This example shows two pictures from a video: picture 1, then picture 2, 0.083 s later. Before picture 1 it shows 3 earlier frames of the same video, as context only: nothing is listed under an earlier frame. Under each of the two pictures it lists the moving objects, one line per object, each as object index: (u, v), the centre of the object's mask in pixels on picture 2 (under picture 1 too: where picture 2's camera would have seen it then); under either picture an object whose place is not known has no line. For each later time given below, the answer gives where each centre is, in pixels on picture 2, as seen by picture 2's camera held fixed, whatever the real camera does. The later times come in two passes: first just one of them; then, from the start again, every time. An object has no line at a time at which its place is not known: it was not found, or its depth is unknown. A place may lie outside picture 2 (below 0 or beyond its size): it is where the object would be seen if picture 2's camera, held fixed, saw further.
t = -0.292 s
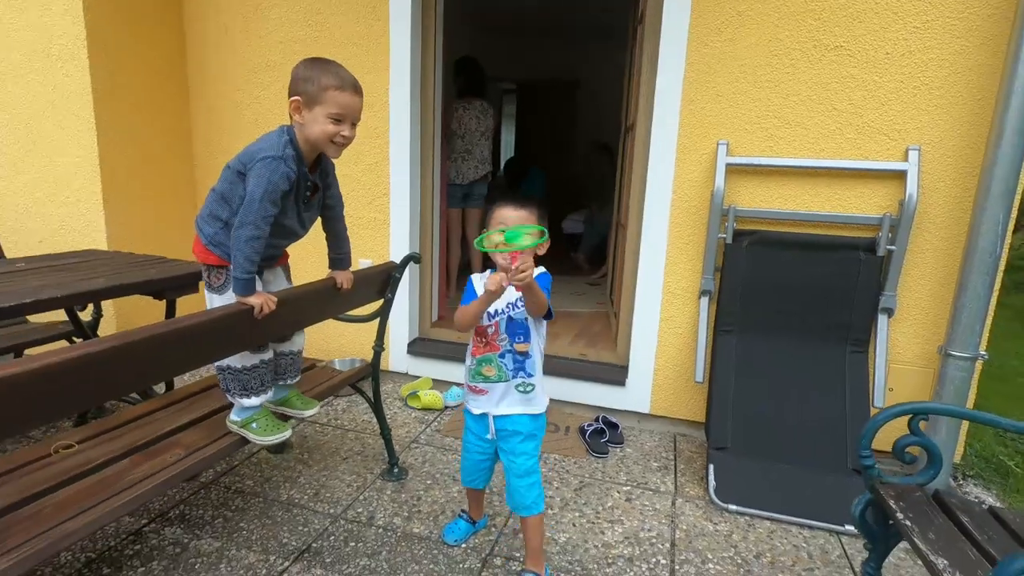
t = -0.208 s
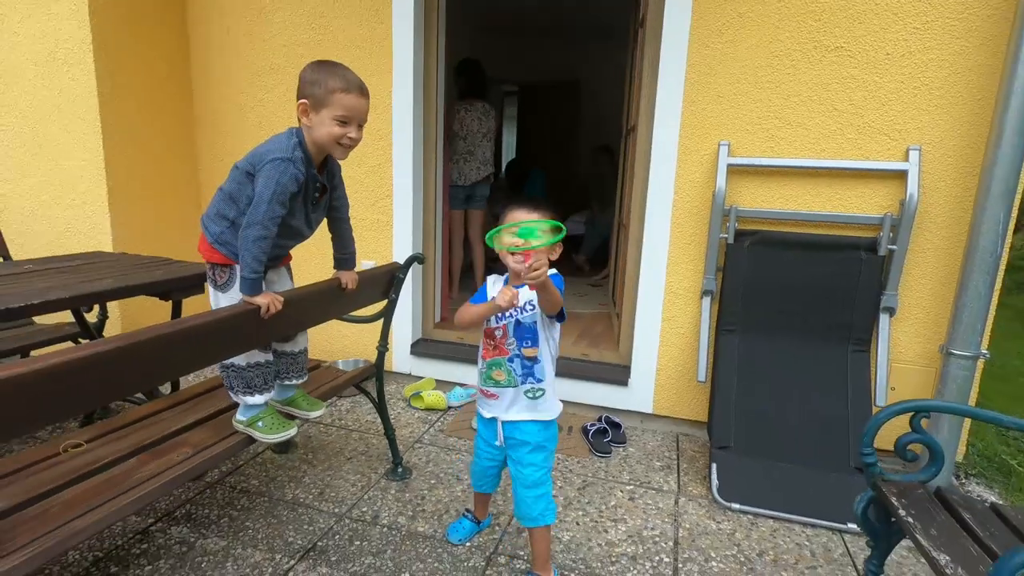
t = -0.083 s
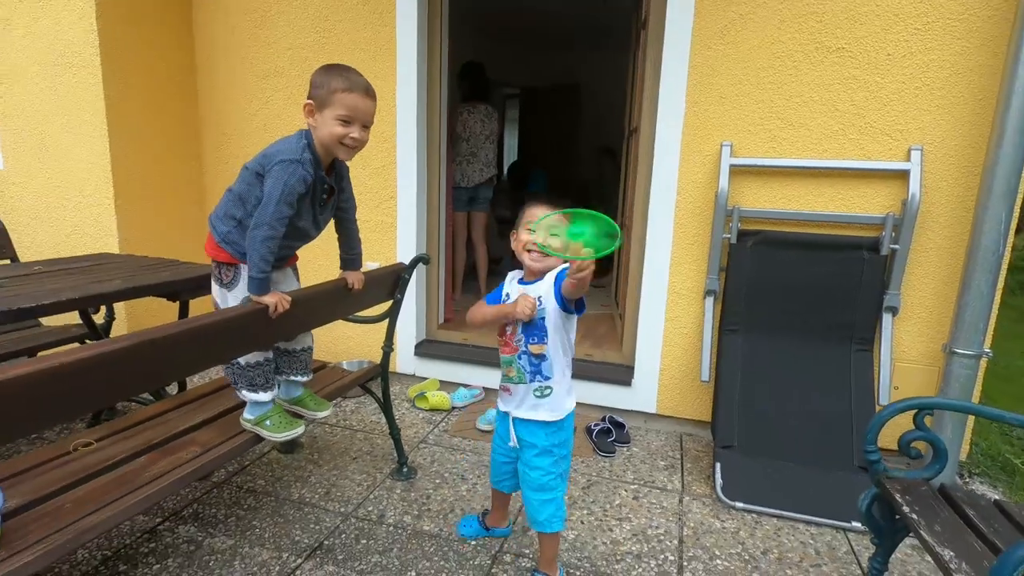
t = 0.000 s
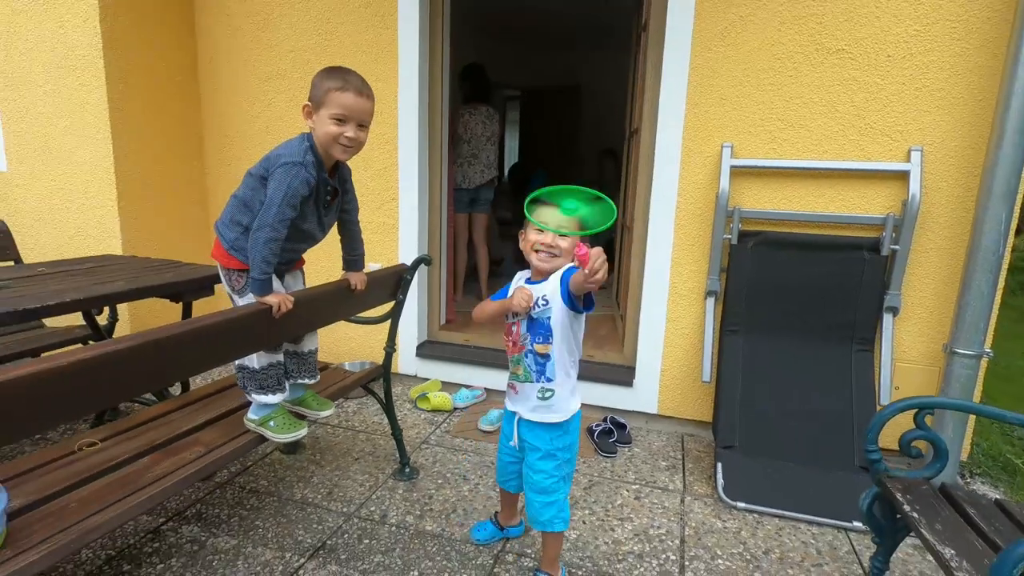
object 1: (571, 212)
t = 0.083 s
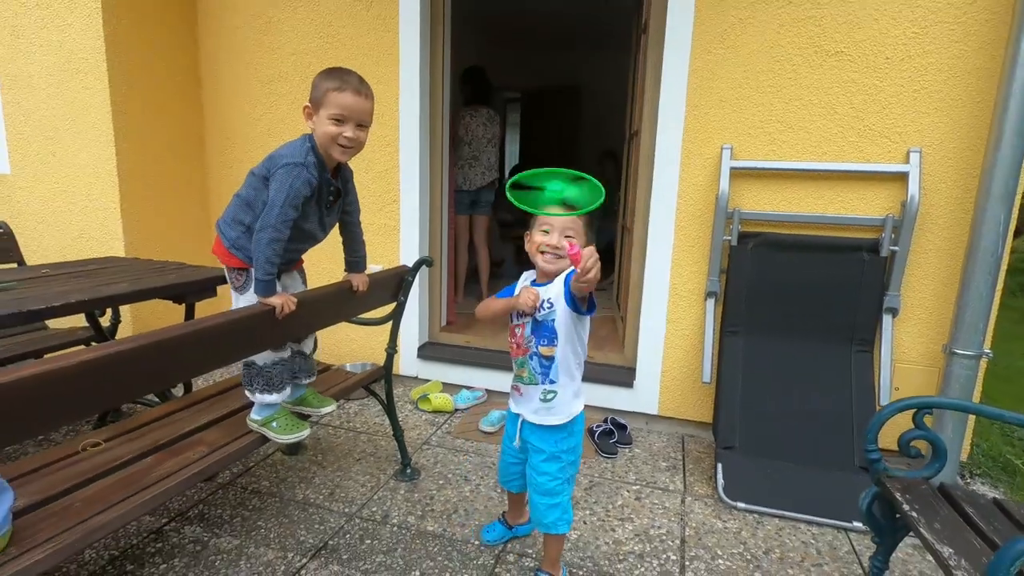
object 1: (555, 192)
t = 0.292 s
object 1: (509, 195)
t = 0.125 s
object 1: (547, 186)
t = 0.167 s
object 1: (538, 183)
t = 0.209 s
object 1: (530, 183)
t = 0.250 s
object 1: (519, 187)
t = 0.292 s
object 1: (509, 195)
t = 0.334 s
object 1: (499, 208)
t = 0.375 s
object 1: (488, 226)
